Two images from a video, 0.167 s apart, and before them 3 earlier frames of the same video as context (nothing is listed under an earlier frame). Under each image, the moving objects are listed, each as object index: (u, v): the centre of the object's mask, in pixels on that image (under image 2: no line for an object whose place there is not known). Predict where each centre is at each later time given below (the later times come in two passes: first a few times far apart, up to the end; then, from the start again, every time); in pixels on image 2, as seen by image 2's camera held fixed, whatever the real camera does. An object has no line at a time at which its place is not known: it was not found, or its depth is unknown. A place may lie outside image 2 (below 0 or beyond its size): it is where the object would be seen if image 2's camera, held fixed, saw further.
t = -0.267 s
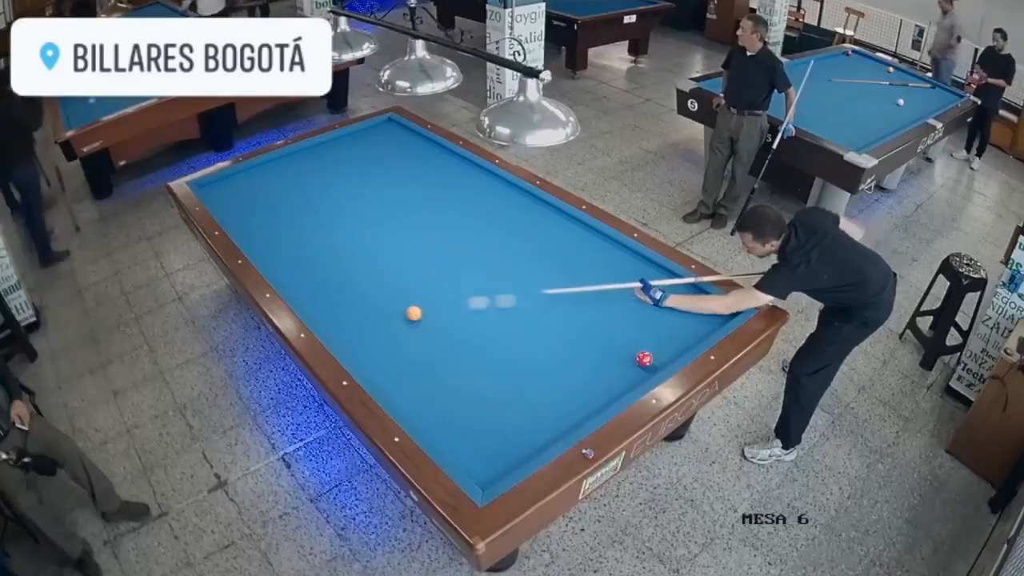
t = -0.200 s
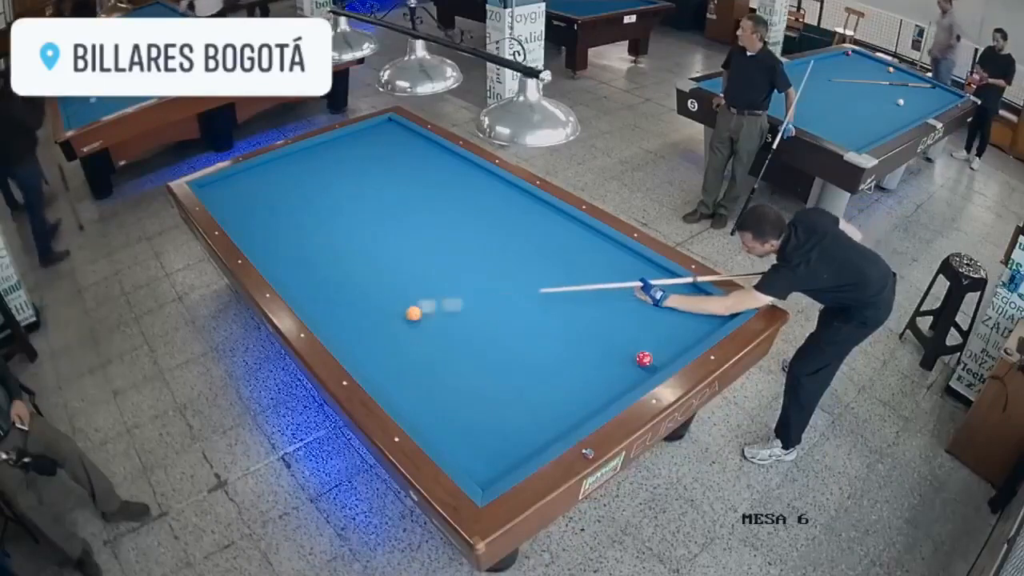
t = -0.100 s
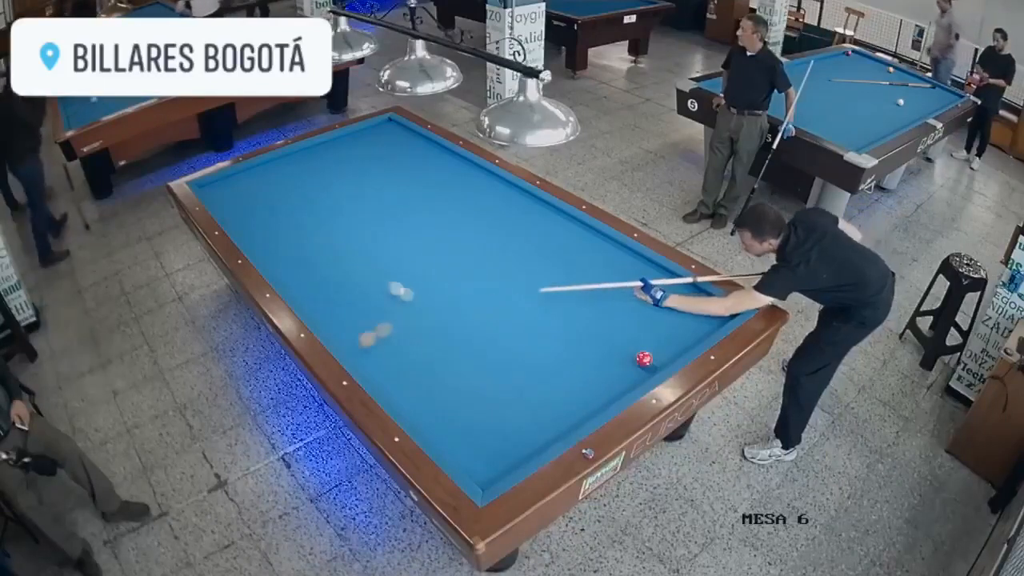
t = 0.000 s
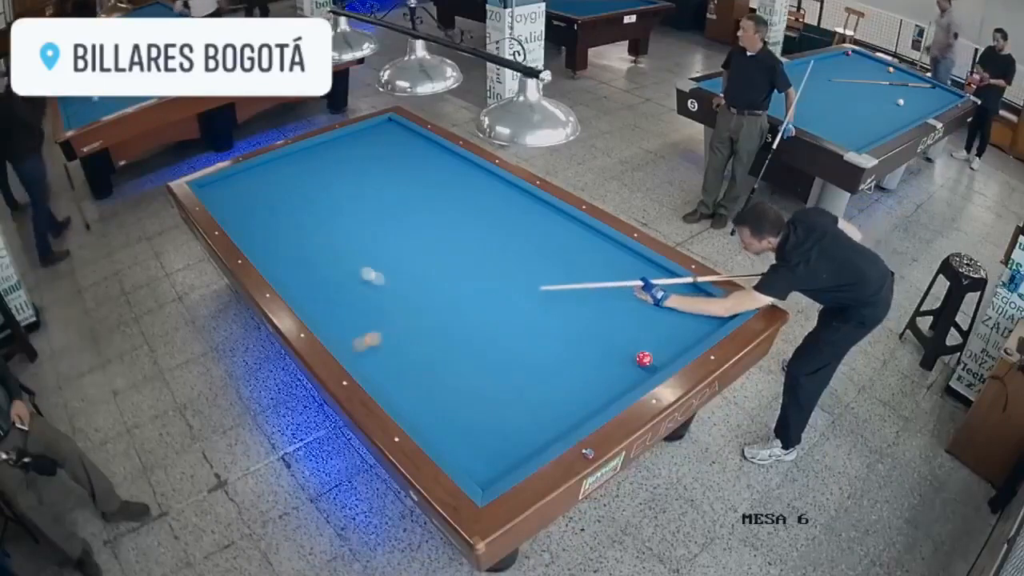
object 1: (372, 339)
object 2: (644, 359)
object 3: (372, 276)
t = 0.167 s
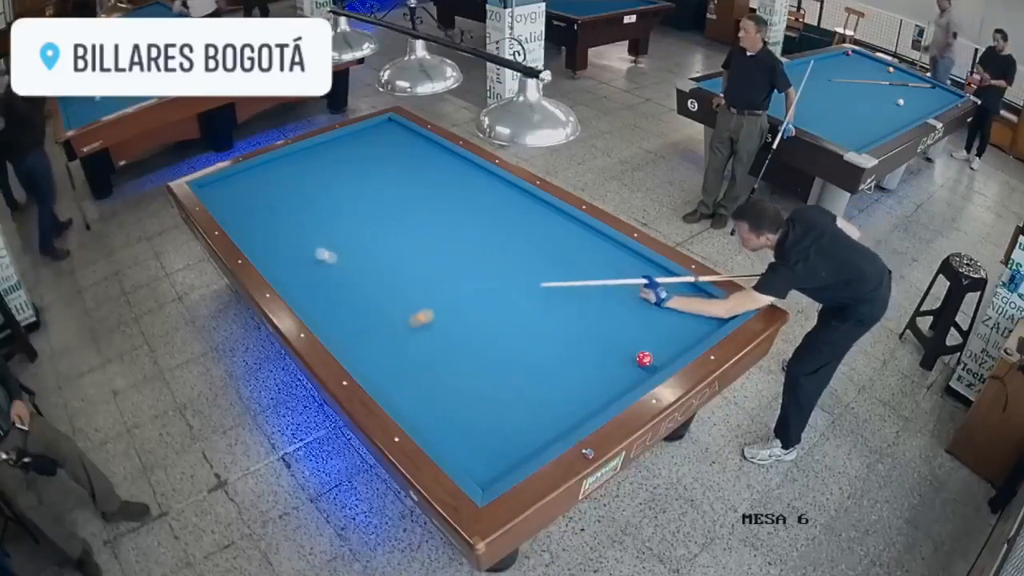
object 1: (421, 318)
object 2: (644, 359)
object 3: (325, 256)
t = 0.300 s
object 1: (457, 303)
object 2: (644, 359)
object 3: (292, 241)
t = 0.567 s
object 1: (521, 275)
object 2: (644, 359)
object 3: (235, 216)
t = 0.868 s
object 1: (585, 248)
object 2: (644, 359)
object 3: (214, 182)
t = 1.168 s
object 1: (583, 252)
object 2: (644, 359)
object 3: (261, 186)
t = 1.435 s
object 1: (555, 269)
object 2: (644, 359)
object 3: (306, 191)
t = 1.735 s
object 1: (521, 288)
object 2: (644, 359)
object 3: (361, 198)
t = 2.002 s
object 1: (488, 307)
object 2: (644, 359)
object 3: (412, 204)
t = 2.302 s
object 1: (451, 329)
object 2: (644, 359)
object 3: (473, 211)
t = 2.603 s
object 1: (411, 352)
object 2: (644, 359)
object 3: (536, 219)
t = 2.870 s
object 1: (376, 373)
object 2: (644, 359)
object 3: (584, 230)
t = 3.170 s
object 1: (401, 362)
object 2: (644, 359)
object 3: (603, 259)
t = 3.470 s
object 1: (425, 351)
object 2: (644, 359)
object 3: (623, 290)
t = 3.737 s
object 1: (445, 342)
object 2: (644, 359)
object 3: (644, 320)
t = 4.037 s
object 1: (467, 332)
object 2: (644, 359)
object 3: (666, 357)
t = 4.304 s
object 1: (484, 324)
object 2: (618, 361)
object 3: (654, 354)
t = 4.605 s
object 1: (503, 315)
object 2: (586, 364)
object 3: (649, 349)
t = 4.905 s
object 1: (520, 308)
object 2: (553, 367)
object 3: (643, 345)
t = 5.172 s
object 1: (534, 301)
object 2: (526, 370)
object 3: (639, 342)
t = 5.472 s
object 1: (549, 294)
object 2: (495, 373)
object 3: (636, 339)
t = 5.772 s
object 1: (563, 288)
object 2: (466, 376)
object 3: (632, 336)
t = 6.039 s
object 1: (574, 283)
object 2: (441, 378)
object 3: (630, 335)
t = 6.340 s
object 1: (586, 277)
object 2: (414, 380)
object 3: (628, 333)
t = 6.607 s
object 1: (596, 273)
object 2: (391, 383)
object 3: (627, 332)
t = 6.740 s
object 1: (600, 271)
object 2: (385, 382)
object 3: (626, 332)
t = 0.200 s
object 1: (430, 314)
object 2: (644, 359)
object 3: (317, 252)
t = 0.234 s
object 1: (439, 310)
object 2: (644, 359)
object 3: (308, 248)
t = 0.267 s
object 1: (448, 307)
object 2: (644, 359)
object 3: (300, 245)
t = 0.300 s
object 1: (457, 303)
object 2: (644, 359)
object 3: (292, 241)
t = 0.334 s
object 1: (465, 299)
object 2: (644, 359)
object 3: (284, 238)
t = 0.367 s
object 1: (473, 296)
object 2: (644, 359)
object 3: (277, 235)
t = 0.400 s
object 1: (482, 292)
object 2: (644, 359)
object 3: (269, 232)
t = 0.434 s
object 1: (490, 289)
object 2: (644, 359)
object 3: (262, 228)
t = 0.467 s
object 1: (498, 285)
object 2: (644, 359)
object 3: (255, 225)
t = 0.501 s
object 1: (506, 282)
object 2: (644, 359)
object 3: (248, 222)
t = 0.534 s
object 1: (513, 278)
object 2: (644, 359)
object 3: (242, 219)
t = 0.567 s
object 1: (521, 275)
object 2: (644, 359)
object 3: (235, 216)
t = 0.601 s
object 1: (529, 272)
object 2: (644, 359)
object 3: (229, 213)
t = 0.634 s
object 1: (536, 269)
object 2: (644, 359)
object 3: (224, 210)
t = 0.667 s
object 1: (544, 266)
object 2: (644, 359)
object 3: (223, 206)
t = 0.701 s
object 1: (550, 263)
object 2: (644, 359)
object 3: (222, 201)
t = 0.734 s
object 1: (558, 260)
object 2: (644, 359)
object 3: (220, 197)
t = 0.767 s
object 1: (565, 257)
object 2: (644, 359)
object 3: (218, 193)
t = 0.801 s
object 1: (572, 254)
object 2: (644, 359)
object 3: (217, 190)
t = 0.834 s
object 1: (578, 251)
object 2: (644, 359)
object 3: (215, 186)
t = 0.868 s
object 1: (585, 248)
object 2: (644, 359)
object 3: (214, 182)
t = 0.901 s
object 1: (592, 245)
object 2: (644, 359)
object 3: (215, 180)
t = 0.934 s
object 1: (598, 243)
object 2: (644, 359)
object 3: (219, 180)
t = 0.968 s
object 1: (605, 240)
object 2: (644, 359)
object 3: (225, 181)
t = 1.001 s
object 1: (605, 241)
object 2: (644, 359)
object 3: (232, 183)
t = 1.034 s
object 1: (600, 243)
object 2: (644, 359)
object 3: (238, 183)
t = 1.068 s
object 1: (595, 246)
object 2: (644, 359)
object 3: (244, 184)
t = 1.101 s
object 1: (591, 248)
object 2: (644, 359)
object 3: (250, 185)
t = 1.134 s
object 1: (587, 250)
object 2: (644, 359)
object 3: (255, 186)
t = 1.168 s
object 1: (583, 252)
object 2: (644, 359)
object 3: (261, 186)
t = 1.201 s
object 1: (580, 254)
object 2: (644, 359)
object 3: (266, 187)
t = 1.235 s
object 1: (576, 256)
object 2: (644, 359)
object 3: (272, 187)
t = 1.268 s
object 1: (573, 258)
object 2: (644, 359)
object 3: (277, 188)
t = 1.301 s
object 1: (569, 260)
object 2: (644, 359)
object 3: (283, 189)
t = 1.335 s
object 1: (565, 262)
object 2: (644, 359)
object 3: (288, 189)
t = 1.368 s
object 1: (562, 264)
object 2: (644, 359)
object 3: (294, 190)
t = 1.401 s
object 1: (558, 266)
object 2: (644, 359)
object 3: (300, 191)
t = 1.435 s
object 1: (555, 269)
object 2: (644, 359)
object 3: (306, 191)
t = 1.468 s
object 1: (551, 271)
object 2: (644, 359)
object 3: (311, 192)
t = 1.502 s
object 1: (547, 273)
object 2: (644, 359)
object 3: (317, 193)
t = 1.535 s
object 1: (543, 275)
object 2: (644, 359)
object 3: (324, 193)
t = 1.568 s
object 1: (540, 277)
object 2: (644, 359)
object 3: (330, 194)
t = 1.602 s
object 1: (536, 279)
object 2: (644, 359)
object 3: (336, 195)
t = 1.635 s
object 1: (532, 282)
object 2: (644, 359)
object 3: (342, 195)
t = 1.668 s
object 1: (528, 284)
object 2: (644, 359)
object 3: (348, 196)
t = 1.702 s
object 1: (525, 286)
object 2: (644, 359)
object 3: (354, 197)
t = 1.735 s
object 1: (521, 288)
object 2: (644, 359)
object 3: (361, 198)
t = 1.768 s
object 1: (517, 291)
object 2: (644, 359)
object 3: (367, 198)
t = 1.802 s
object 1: (513, 293)
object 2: (644, 359)
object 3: (373, 199)
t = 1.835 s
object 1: (509, 295)
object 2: (644, 359)
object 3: (380, 200)
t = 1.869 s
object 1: (505, 297)
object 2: (644, 359)
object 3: (386, 200)
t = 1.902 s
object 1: (501, 300)
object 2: (644, 359)
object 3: (393, 201)
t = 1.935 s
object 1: (497, 302)
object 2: (644, 359)
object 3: (399, 202)
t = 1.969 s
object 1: (492, 304)
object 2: (644, 359)
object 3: (406, 203)
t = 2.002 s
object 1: (488, 307)
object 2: (644, 359)
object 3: (412, 204)
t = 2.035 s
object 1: (484, 309)
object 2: (644, 359)
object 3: (419, 204)
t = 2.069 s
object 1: (480, 312)
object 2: (644, 359)
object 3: (425, 205)
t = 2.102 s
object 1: (476, 314)
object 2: (644, 359)
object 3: (432, 206)
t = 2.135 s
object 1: (472, 316)
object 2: (644, 359)
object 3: (439, 207)
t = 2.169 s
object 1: (468, 319)
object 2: (644, 359)
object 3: (445, 208)
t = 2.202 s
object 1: (463, 321)
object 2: (644, 359)
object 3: (452, 208)
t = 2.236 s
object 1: (459, 324)
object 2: (644, 359)
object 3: (459, 209)
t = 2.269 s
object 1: (455, 327)
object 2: (644, 359)
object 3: (466, 210)
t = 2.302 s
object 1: (451, 329)
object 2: (644, 359)
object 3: (473, 211)
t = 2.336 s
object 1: (446, 332)
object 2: (644, 359)
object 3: (480, 212)
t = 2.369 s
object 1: (442, 334)
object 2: (644, 359)
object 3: (487, 213)
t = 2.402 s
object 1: (437, 337)
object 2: (644, 359)
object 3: (494, 214)
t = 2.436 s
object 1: (433, 339)
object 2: (644, 359)
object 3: (501, 214)
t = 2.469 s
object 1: (429, 342)
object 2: (644, 359)
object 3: (508, 215)
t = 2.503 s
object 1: (424, 345)
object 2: (644, 359)
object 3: (515, 216)
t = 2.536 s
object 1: (420, 347)
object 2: (644, 359)
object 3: (522, 217)
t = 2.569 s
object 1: (415, 350)
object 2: (644, 359)
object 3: (529, 218)
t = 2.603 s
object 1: (411, 352)
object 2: (644, 359)
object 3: (536, 219)
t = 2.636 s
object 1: (407, 355)
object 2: (644, 359)
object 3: (544, 220)
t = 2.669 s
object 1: (402, 357)
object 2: (644, 359)
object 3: (551, 221)
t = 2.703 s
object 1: (398, 360)
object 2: (644, 359)
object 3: (558, 222)
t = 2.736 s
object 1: (393, 363)
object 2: (644, 359)
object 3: (565, 223)
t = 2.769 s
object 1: (388, 365)
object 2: (644, 359)
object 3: (572, 224)
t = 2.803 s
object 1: (384, 368)
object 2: (644, 359)
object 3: (579, 225)
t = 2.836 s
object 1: (379, 371)
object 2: (644, 359)
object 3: (583, 227)
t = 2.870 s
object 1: (376, 373)
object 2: (644, 359)
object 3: (584, 230)
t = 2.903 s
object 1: (378, 372)
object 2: (644, 359)
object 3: (586, 234)
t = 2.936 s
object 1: (381, 371)
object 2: (644, 359)
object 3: (589, 237)
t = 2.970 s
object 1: (384, 369)
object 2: (644, 359)
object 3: (590, 239)
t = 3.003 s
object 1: (387, 368)
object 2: (644, 359)
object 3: (592, 243)
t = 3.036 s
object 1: (390, 367)
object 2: (644, 359)
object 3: (595, 246)
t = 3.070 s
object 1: (393, 366)
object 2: (644, 359)
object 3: (597, 249)
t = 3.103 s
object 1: (396, 364)
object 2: (644, 359)
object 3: (599, 252)
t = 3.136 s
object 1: (399, 363)
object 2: (644, 359)
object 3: (601, 256)
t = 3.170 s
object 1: (401, 362)
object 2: (644, 359)
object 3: (603, 259)
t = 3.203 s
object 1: (404, 361)
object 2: (644, 359)
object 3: (605, 262)
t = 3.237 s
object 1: (407, 359)
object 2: (644, 359)
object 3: (608, 265)
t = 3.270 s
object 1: (409, 358)
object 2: (644, 359)
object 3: (610, 269)
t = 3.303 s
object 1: (412, 357)
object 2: (644, 359)
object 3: (612, 272)
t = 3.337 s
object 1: (415, 355)
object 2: (644, 359)
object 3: (614, 275)
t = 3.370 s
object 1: (418, 354)
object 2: (644, 359)
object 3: (616, 279)
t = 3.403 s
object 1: (420, 353)
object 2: (644, 359)
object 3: (619, 283)
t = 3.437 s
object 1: (423, 352)
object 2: (644, 359)
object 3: (621, 286)
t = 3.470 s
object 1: (425, 351)
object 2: (644, 359)
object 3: (623, 290)
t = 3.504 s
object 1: (428, 350)
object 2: (644, 359)
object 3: (626, 293)
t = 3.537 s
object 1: (431, 349)
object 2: (644, 359)
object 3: (628, 297)
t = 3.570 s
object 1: (433, 347)
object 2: (644, 359)
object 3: (631, 301)
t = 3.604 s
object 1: (435, 346)
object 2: (644, 359)
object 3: (633, 305)
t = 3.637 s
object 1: (438, 345)
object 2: (644, 359)
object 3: (636, 309)
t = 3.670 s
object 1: (440, 344)
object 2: (644, 359)
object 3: (638, 313)
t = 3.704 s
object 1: (443, 343)
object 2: (644, 359)
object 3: (641, 316)
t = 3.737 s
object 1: (445, 342)
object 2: (644, 359)
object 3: (644, 320)
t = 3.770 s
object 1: (448, 340)
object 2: (644, 359)
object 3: (646, 324)
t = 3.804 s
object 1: (450, 339)
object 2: (644, 359)
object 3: (649, 329)
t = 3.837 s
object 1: (453, 338)
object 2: (644, 359)
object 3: (652, 332)
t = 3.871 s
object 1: (455, 337)
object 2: (644, 359)
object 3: (654, 337)
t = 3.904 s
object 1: (457, 336)
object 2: (644, 359)
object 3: (657, 341)
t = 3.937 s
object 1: (460, 335)
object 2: (644, 359)
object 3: (660, 345)
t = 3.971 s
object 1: (462, 334)
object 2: (644, 359)
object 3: (662, 349)
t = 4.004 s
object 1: (464, 333)
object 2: (644, 359)
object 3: (665, 354)
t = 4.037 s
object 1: (467, 332)
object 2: (644, 359)
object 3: (666, 357)
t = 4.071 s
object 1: (469, 331)
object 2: (644, 359)
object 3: (662, 358)
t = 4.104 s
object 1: (471, 330)
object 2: (642, 359)
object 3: (660, 357)
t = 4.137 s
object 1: (473, 329)
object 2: (637, 359)
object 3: (658, 357)
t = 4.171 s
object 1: (475, 328)
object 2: (632, 360)
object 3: (658, 356)
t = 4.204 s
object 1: (477, 327)
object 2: (629, 360)
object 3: (657, 356)
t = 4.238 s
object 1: (480, 326)
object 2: (625, 361)
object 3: (656, 355)
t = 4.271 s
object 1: (482, 325)
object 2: (621, 361)
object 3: (655, 355)
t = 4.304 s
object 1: (484, 324)
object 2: (618, 361)
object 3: (654, 354)
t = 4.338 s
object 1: (486, 323)
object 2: (614, 362)
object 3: (654, 353)
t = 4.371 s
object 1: (488, 322)
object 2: (611, 362)
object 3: (653, 353)
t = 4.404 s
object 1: (490, 321)
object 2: (607, 363)
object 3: (653, 352)
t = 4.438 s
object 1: (492, 320)
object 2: (603, 363)
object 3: (652, 352)
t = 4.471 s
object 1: (495, 319)
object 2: (600, 363)
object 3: (651, 351)
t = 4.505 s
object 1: (496, 318)
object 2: (596, 363)
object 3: (650, 351)
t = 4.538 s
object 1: (498, 317)
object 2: (593, 363)
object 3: (650, 350)
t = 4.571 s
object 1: (500, 316)
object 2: (589, 364)
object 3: (649, 350)
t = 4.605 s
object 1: (503, 315)
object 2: (586, 364)
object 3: (649, 349)
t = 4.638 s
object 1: (505, 314)
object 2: (582, 365)
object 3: (648, 349)
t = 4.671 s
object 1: (507, 314)
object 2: (578, 365)
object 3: (647, 348)
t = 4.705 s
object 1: (508, 313)
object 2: (575, 365)
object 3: (647, 348)
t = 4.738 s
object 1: (510, 312)
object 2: (571, 366)
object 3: (646, 347)
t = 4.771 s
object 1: (512, 311)
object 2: (568, 366)
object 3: (645, 347)
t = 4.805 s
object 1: (514, 310)
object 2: (564, 366)
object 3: (645, 346)
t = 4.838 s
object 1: (516, 309)
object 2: (561, 367)
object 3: (644, 346)
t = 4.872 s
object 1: (518, 309)
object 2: (557, 367)
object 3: (644, 345)
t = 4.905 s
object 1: (520, 308)
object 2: (553, 367)
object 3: (643, 345)
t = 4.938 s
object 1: (522, 307)
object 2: (550, 368)
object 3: (643, 345)
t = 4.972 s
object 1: (524, 306)
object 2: (547, 368)
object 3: (642, 344)
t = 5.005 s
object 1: (525, 305)
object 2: (543, 368)
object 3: (642, 344)
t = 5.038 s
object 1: (527, 304)
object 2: (540, 369)
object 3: (641, 343)
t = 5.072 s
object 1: (529, 303)
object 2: (536, 369)
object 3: (640, 343)
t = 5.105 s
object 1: (530, 303)
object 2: (533, 369)
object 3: (640, 342)
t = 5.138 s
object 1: (532, 302)
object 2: (529, 370)
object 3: (640, 342)
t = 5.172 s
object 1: (534, 301)
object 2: (526, 370)
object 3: (639, 342)
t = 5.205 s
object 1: (536, 300)
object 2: (522, 370)
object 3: (639, 341)
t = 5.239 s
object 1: (537, 299)
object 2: (519, 371)
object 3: (639, 341)
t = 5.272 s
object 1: (539, 299)
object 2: (516, 371)
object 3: (638, 341)
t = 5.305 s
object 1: (541, 298)
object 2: (512, 371)
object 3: (638, 340)
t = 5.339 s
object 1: (543, 297)
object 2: (509, 372)
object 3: (637, 340)
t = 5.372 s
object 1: (544, 296)
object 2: (505, 372)
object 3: (637, 340)
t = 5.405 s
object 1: (546, 296)
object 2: (502, 372)
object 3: (637, 339)
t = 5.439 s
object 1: (547, 295)
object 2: (499, 372)
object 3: (636, 339)
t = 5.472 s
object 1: (549, 294)
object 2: (495, 373)
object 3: (636, 339)
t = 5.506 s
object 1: (550, 293)
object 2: (492, 373)
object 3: (635, 338)
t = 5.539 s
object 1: (552, 293)
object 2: (489, 373)
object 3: (635, 338)
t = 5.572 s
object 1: (554, 292)
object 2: (486, 373)
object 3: (634, 338)
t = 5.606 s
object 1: (555, 291)
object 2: (482, 374)
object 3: (634, 337)
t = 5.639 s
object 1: (556, 291)
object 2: (479, 375)
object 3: (633, 337)
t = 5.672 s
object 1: (558, 290)
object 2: (475, 375)
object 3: (633, 337)
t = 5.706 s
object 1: (560, 289)
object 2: (472, 375)
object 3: (633, 337)
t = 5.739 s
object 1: (561, 288)
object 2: (469, 376)
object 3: (633, 337)
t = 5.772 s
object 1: (563, 288)
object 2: (466, 376)
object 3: (632, 336)
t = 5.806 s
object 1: (564, 287)
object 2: (463, 376)
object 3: (632, 336)
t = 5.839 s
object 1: (566, 287)
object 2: (460, 376)
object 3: (631, 336)
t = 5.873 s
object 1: (567, 286)
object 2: (457, 376)
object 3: (631, 336)
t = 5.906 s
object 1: (569, 285)
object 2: (454, 377)
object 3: (631, 335)
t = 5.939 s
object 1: (570, 284)
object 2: (451, 377)
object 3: (630, 335)
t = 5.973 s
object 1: (571, 284)
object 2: (448, 377)
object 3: (630, 335)
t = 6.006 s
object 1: (573, 283)
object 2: (444, 378)
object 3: (630, 335)
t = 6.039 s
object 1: (574, 283)
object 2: (441, 378)
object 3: (630, 335)
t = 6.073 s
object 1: (576, 282)
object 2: (438, 378)
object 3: (629, 334)
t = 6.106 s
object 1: (577, 282)
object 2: (435, 378)
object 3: (629, 334)
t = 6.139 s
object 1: (578, 281)
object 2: (432, 378)
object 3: (629, 334)
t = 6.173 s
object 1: (580, 280)
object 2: (429, 379)
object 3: (629, 334)
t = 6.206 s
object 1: (581, 280)
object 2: (426, 379)
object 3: (629, 334)
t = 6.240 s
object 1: (582, 279)
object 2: (423, 380)
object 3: (628, 334)
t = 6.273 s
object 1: (584, 279)
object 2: (420, 380)
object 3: (628, 334)
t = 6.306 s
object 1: (585, 278)
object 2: (417, 380)
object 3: (628, 333)
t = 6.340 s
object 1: (586, 277)
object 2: (414, 380)
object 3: (628, 333)
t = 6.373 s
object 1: (587, 277)
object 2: (411, 381)
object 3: (627, 333)
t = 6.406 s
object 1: (589, 276)
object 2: (408, 381)
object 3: (627, 333)
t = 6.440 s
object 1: (590, 276)
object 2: (406, 381)
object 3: (627, 333)
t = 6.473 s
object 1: (591, 275)
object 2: (402, 382)
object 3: (627, 333)
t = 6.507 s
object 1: (592, 275)
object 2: (400, 382)
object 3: (627, 332)
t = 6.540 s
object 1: (593, 274)
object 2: (397, 382)
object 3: (627, 333)
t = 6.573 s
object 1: (595, 273)
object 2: (394, 382)
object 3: (627, 332)
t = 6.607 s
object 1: (596, 273)
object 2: (391, 383)
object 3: (627, 332)
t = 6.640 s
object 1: (597, 272)
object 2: (388, 382)
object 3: (627, 332)
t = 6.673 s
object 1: (598, 272)
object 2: (386, 383)
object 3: (627, 332)
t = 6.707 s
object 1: (599, 271)
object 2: (385, 382)
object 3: (627, 332)
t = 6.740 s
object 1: (600, 271)
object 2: (385, 382)
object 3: (626, 332)
